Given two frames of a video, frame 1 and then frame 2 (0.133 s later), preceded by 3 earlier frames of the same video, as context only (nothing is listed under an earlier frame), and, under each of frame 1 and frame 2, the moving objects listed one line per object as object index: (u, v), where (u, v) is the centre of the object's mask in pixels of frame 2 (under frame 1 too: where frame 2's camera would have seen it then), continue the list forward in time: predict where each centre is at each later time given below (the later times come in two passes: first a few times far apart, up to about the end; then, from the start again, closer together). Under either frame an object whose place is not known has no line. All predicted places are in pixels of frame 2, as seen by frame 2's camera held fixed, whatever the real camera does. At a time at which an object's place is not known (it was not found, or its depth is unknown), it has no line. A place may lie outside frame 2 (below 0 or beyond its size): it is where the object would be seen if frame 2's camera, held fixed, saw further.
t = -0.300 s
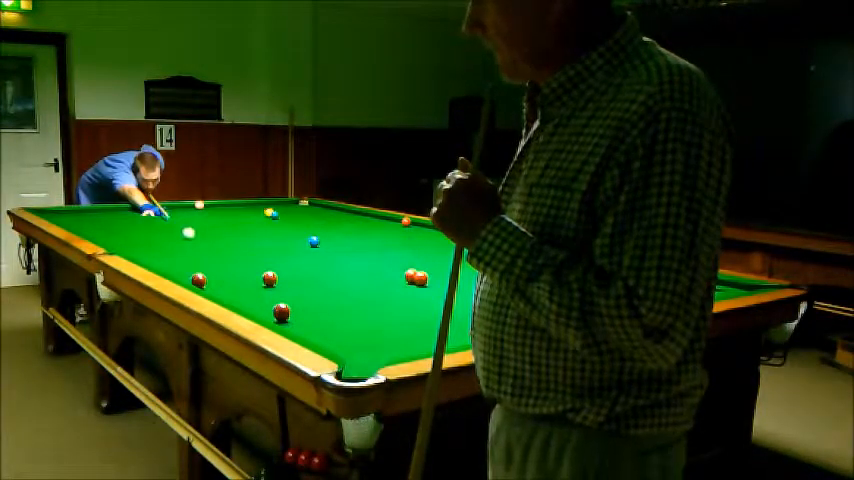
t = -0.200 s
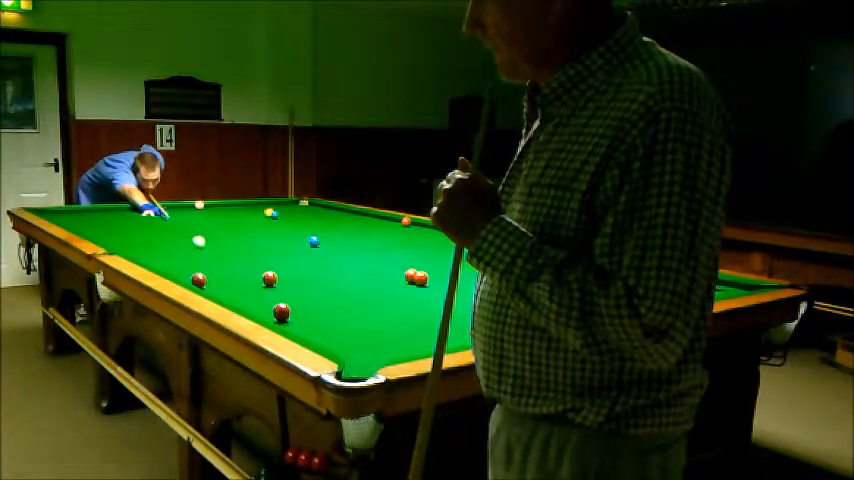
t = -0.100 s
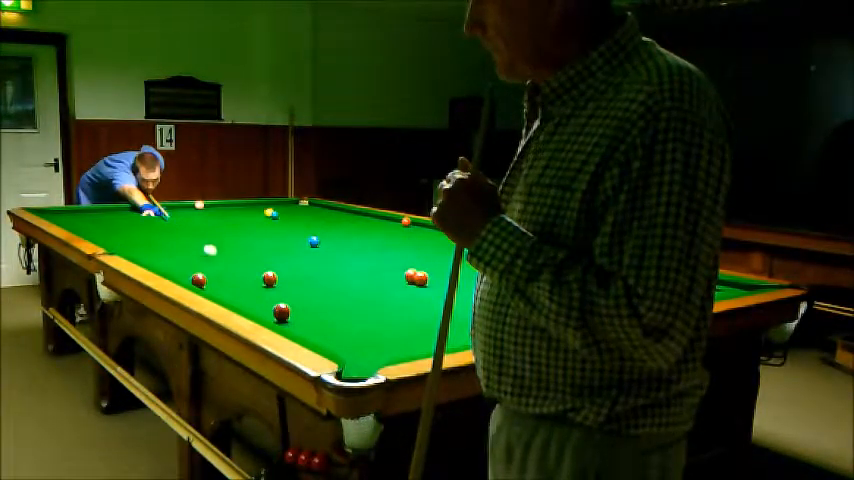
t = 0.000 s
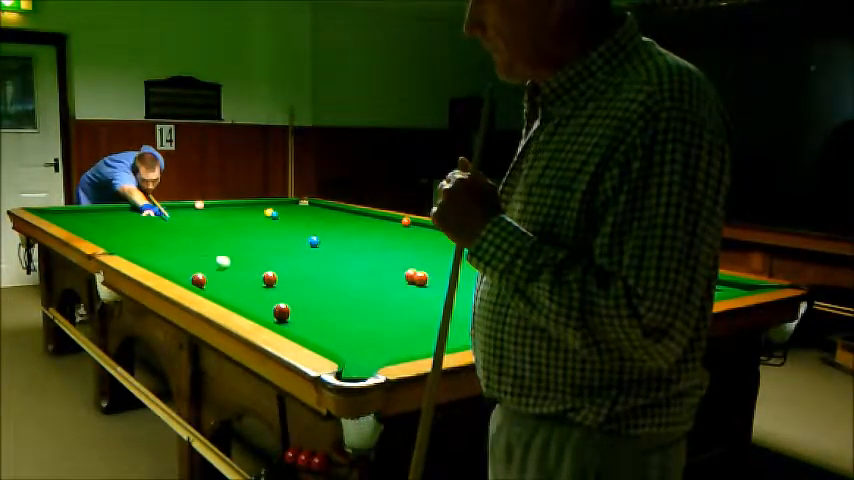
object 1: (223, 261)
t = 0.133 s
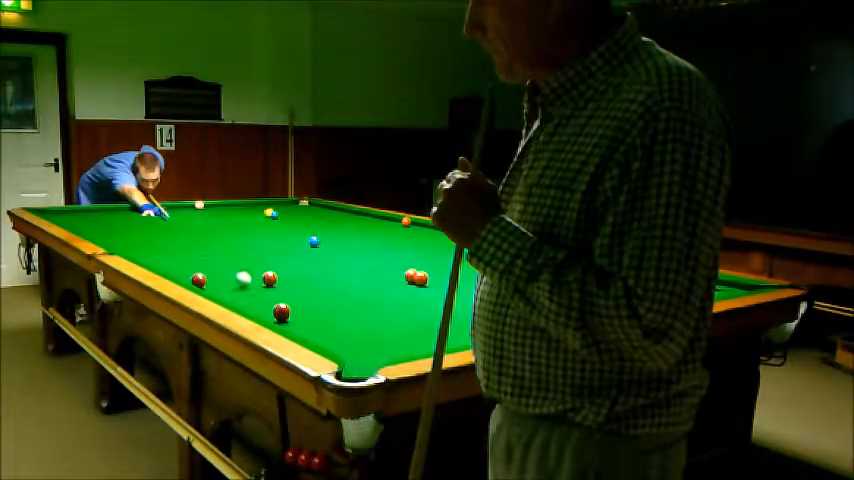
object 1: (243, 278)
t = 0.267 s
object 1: (269, 300)
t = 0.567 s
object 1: (275, 315)
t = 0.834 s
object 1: (302, 327)
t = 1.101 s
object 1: (338, 340)
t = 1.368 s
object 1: (375, 349)
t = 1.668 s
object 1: (401, 350)
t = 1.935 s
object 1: (389, 345)
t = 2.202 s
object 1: (380, 338)
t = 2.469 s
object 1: (373, 332)
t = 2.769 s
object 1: (367, 326)
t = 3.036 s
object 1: (362, 321)
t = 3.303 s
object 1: (357, 318)
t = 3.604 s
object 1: (354, 315)
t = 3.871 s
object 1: (352, 313)
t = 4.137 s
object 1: (350, 312)
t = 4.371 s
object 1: (350, 312)
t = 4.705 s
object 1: (350, 311)
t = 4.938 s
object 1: (350, 311)
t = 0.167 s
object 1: (249, 283)
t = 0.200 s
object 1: (255, 288)
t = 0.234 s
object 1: (262, 295)
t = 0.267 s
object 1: (269, 300)
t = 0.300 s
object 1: (273, 305)
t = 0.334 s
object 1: (275, 308)
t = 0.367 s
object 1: (274, 308)
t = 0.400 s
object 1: (273, 309)
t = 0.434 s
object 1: (273, 310)
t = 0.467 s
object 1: (273, 311)
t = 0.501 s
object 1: (273, 313)
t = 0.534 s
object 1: (274, 314)
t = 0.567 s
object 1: (275, 315)
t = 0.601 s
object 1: (276, 316)
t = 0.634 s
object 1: (277, 318)
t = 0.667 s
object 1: (280, 319)
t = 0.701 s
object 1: (285, 321)
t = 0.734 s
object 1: (290, 322)
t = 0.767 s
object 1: (295, 324)
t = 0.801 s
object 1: (298, 325)
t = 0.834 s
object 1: (302, 327)
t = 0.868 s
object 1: (306, 328)
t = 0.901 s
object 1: (311, 331)
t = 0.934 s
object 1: (318, 332)
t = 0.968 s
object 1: (320, 334)
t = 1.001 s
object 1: (325, 335)
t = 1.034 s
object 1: (331, 336)
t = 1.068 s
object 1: (336, 338)
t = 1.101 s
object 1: (338, 340)
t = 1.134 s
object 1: (343, 341)
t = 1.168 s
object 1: (347, 342)
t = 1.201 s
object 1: (352, 343)
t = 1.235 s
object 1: (356, 345)
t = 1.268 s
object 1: (361, 346)
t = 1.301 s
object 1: (366, 347)
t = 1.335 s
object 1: (371, 348)
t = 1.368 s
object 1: (375, 349)
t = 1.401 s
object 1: (380, 350)
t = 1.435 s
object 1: (385, 351)
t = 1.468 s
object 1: (389, 351)
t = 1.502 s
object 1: (394, 351)
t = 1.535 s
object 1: (398, 351)
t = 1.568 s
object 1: (403, 351)
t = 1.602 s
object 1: (403, 351)
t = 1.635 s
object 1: (402, 350)
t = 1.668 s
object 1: (401, 350)
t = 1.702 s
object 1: (399, 349)
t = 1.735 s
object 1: (398, 348)
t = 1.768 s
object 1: (396, 348)
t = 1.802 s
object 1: (394, 348)
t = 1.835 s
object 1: (393, 348)
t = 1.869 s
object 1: (392, 347)
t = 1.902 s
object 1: (390, 346)
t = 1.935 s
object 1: (389, 345)
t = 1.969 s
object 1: (388, 344)
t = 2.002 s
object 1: (387, 343)
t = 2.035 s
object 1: (386, 343)
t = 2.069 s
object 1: (384, 341)
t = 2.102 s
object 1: (383, 340)
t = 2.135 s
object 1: (382, 340)
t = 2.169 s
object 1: (381, 339)
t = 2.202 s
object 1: (380, 338)
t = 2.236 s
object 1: (379, 338)
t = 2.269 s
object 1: (379, 337)
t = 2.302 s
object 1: (377, 335)
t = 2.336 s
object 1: (376, 334)
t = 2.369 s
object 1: (375, 334)
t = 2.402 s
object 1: (374, 333)
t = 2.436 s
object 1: (373, 333)
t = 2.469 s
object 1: (373, 332)
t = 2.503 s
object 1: (372, 331)
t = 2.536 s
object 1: (371, 330)
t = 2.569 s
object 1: (370, 330)
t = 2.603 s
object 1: (370, 329)
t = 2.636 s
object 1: (369, 329)
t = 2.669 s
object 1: (368, 328)
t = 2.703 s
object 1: (368, 327)
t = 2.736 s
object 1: (367, 326)
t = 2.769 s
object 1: (367, 326)
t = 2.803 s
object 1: (366, 325)
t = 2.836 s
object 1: (369, 324)
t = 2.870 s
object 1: (364, 324)
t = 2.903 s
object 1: (368, 323)
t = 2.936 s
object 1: (368, 322)
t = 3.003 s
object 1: (362, 322)
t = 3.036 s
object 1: (362, 321)
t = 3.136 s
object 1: (360, 320)
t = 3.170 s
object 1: (360, 320)
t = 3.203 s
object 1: (359, 319)
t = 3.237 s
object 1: (358, 319)
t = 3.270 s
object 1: (358, 319)
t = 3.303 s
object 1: (357, 318)
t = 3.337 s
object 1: (357, 317)
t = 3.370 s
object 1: (356, 317)
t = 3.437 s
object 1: (355, 317)
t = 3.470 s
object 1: (355, 316)
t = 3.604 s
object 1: (354, 315)
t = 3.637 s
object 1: (353, 315)
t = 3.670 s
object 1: (353, 315)
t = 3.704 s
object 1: (353, 314)
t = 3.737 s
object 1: (353, 314)
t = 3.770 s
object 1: (352, 314)
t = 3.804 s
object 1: (352, 313)
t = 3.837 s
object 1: (352, 313)
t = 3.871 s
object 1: (352, 313)
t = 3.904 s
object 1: (351, 313)
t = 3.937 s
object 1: (351, 313)
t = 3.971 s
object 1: (351, 313)
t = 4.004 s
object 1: (351, 313)
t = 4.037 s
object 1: (351, 313)
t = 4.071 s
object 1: (351, 313)
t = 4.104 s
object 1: (350, 312)
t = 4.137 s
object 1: (350, 312)
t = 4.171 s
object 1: (350, 312)
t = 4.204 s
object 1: (350, 312)
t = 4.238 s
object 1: (350, 312)
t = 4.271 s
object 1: (350, 312)
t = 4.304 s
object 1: (350, 312)
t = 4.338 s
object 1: (350, 312)
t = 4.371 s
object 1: (350, 312)
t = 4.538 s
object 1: (350, 312)
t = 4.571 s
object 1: (350, 312)
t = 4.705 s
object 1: (350, 311)
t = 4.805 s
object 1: (350, 311)
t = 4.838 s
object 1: (350, 311)
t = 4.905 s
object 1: (350, 311)
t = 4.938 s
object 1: (350, 311)
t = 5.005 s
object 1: (350, 311)
